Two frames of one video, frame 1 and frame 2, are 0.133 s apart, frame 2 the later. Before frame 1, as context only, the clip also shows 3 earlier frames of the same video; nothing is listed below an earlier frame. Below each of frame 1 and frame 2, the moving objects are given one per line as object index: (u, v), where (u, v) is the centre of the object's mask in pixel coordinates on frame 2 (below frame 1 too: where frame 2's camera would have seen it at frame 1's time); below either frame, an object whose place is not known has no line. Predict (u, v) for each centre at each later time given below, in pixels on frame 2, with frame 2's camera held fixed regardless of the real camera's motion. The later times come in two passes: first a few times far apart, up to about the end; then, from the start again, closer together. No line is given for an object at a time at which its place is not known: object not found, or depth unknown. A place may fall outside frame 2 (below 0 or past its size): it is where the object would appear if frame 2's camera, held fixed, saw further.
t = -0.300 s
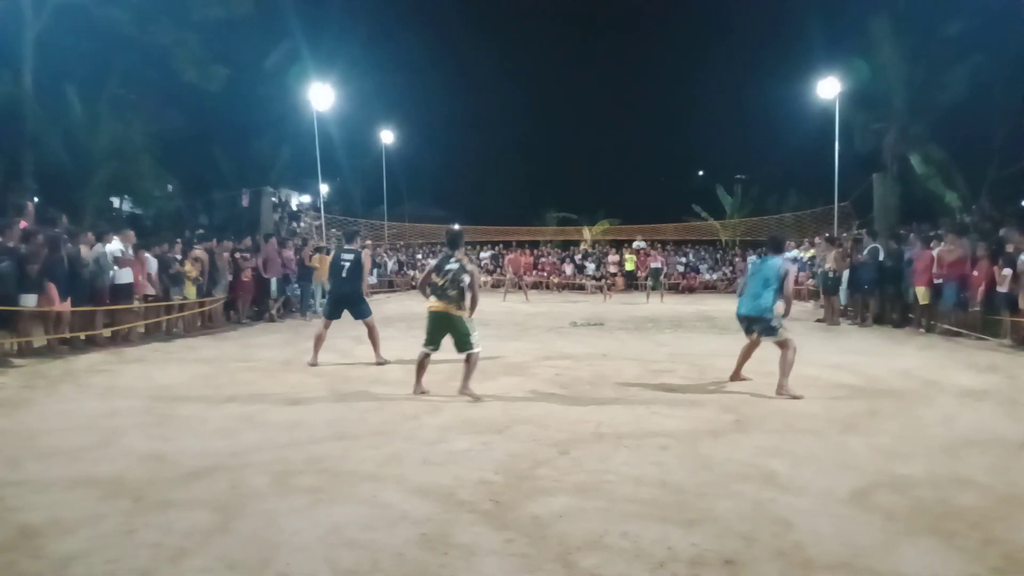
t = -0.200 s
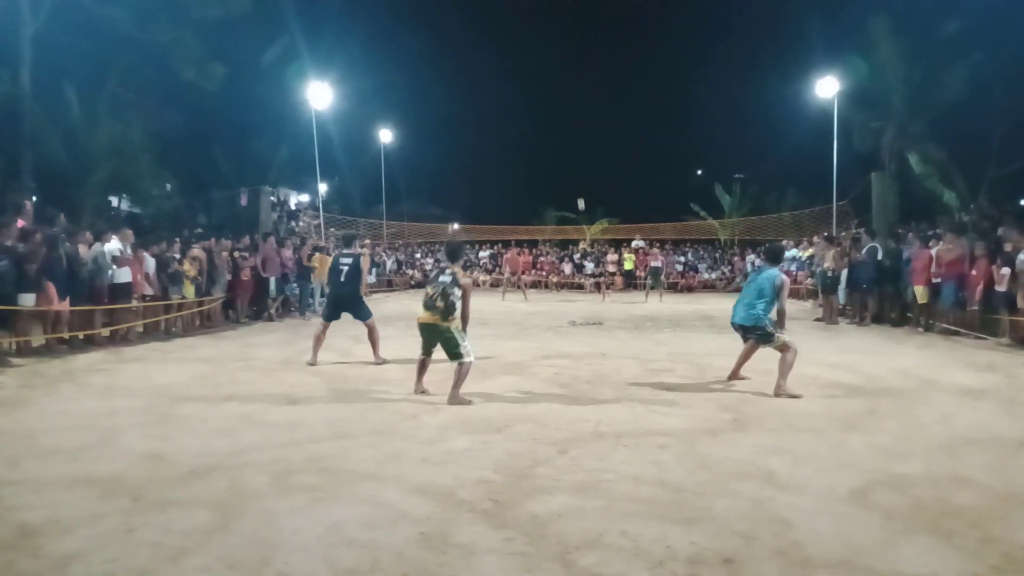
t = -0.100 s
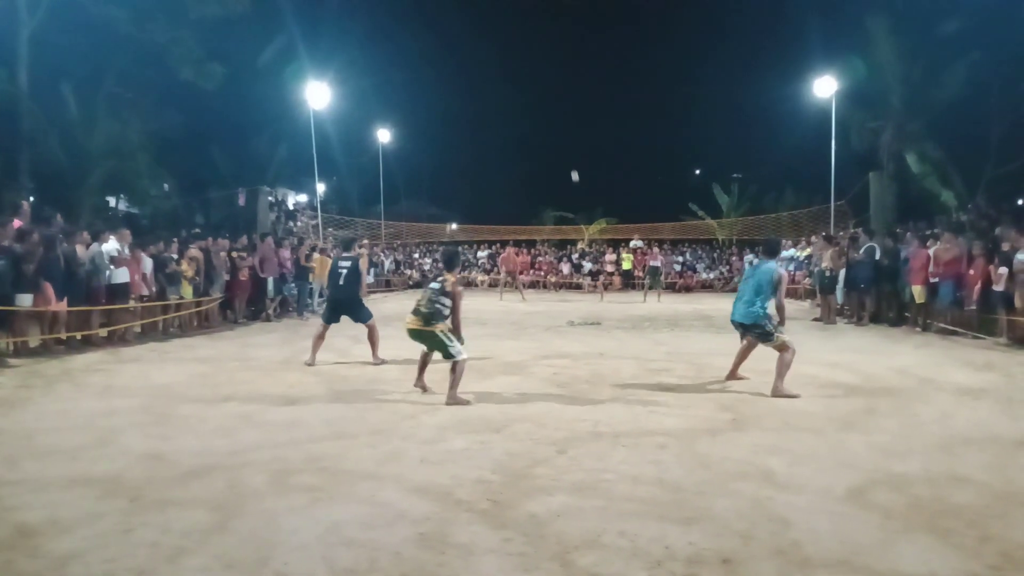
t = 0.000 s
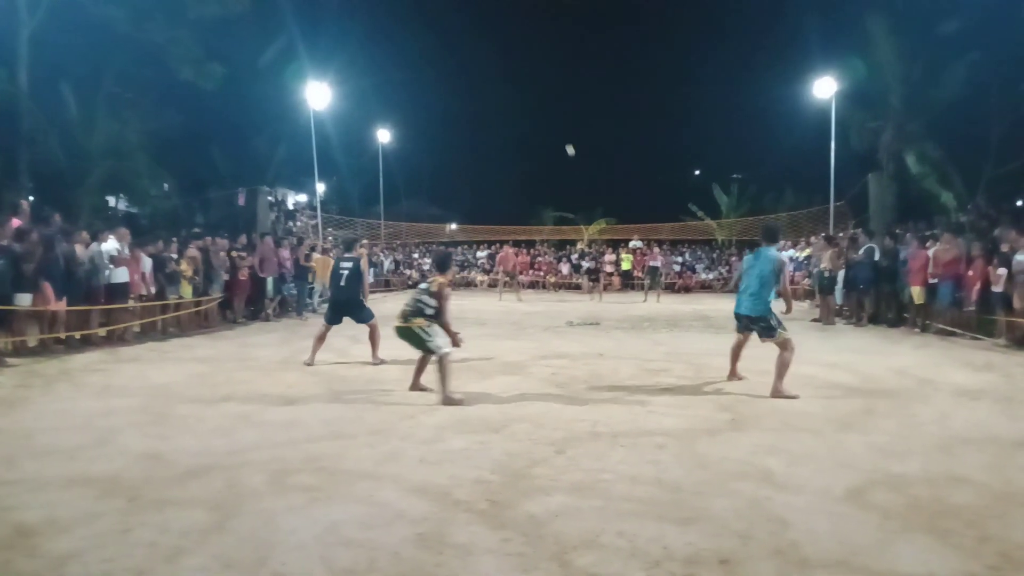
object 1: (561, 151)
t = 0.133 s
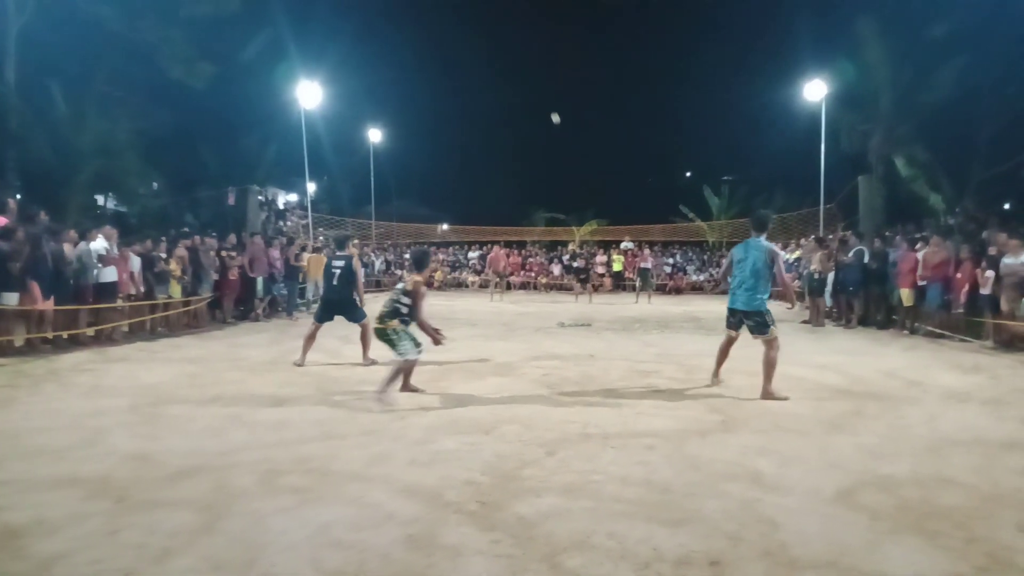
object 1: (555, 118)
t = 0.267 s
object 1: (548, 89)
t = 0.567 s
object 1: (530, 42)
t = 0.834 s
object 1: (508, 34)
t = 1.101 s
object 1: (481, 78)
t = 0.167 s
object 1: (554, 110)
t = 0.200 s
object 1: (552, 103)
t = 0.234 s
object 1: (550, 96)
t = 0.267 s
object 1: (548, 89)
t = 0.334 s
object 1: (545, 76)
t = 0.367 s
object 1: (544, 70)
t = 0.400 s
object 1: (541, 64)
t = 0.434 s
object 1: (539, 59)
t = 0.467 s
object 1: (536, 54)
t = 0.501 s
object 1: (534, 50)
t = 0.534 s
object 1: (532, 46)
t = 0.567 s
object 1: (530, 42)
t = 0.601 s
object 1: (528, 39)
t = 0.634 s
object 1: (525, 36)
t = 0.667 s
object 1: (523, 35)
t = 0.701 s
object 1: (520, 33)
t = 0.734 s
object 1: (517, 33)
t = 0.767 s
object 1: (514, 33)
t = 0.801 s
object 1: (512, 33)
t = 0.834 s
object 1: (508, 34)
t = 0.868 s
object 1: (505, 36)
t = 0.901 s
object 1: (502, 38)
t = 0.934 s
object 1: (499, 42)
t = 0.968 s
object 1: (495, 47)
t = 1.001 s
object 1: (492, 54)
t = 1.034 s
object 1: (488, 61)
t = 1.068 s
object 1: (484, 70)
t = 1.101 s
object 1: (481, 78)
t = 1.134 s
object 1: (477, 88)
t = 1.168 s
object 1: (472, 100)
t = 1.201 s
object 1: (468, 114)
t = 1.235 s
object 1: (464, 129)
